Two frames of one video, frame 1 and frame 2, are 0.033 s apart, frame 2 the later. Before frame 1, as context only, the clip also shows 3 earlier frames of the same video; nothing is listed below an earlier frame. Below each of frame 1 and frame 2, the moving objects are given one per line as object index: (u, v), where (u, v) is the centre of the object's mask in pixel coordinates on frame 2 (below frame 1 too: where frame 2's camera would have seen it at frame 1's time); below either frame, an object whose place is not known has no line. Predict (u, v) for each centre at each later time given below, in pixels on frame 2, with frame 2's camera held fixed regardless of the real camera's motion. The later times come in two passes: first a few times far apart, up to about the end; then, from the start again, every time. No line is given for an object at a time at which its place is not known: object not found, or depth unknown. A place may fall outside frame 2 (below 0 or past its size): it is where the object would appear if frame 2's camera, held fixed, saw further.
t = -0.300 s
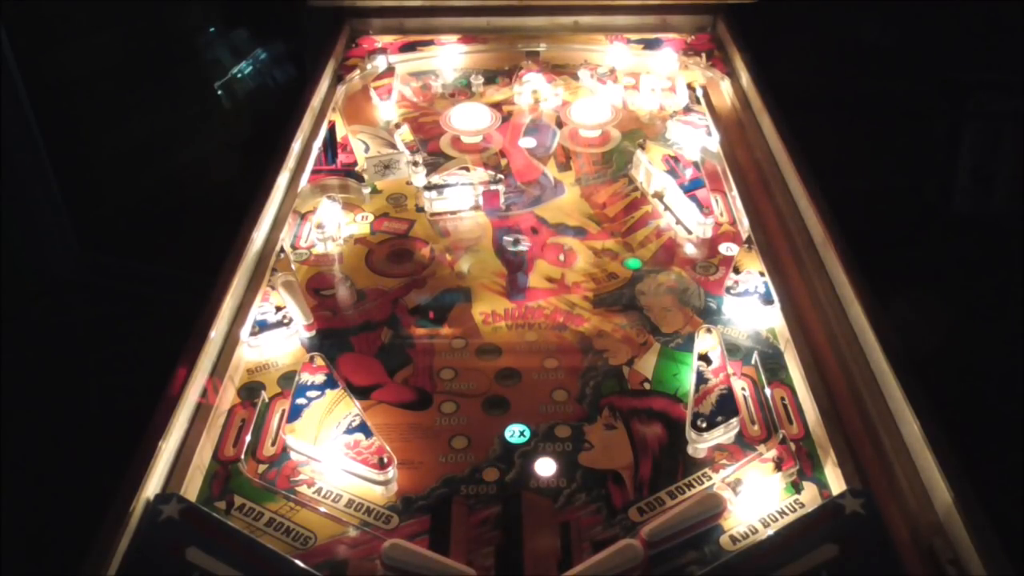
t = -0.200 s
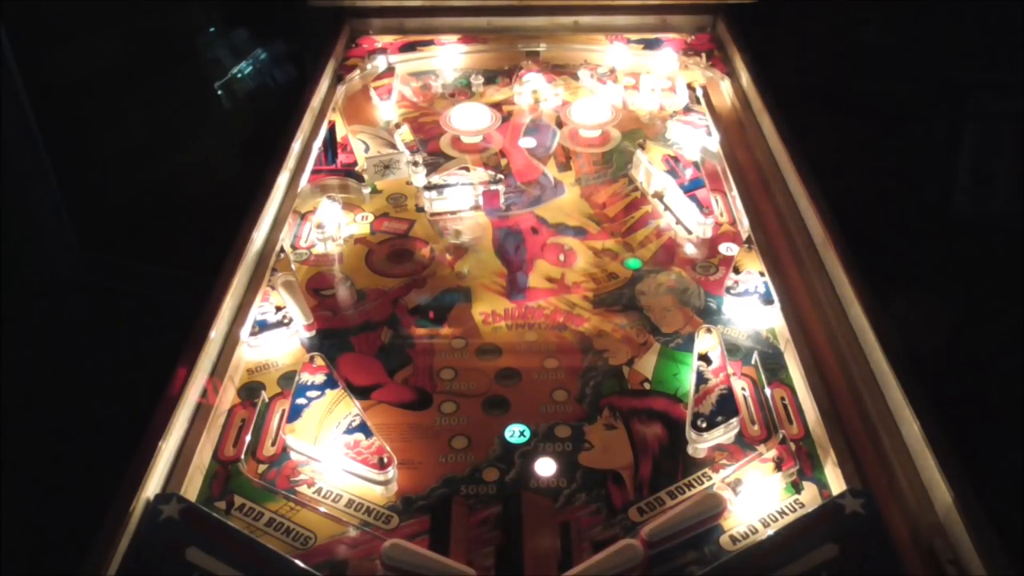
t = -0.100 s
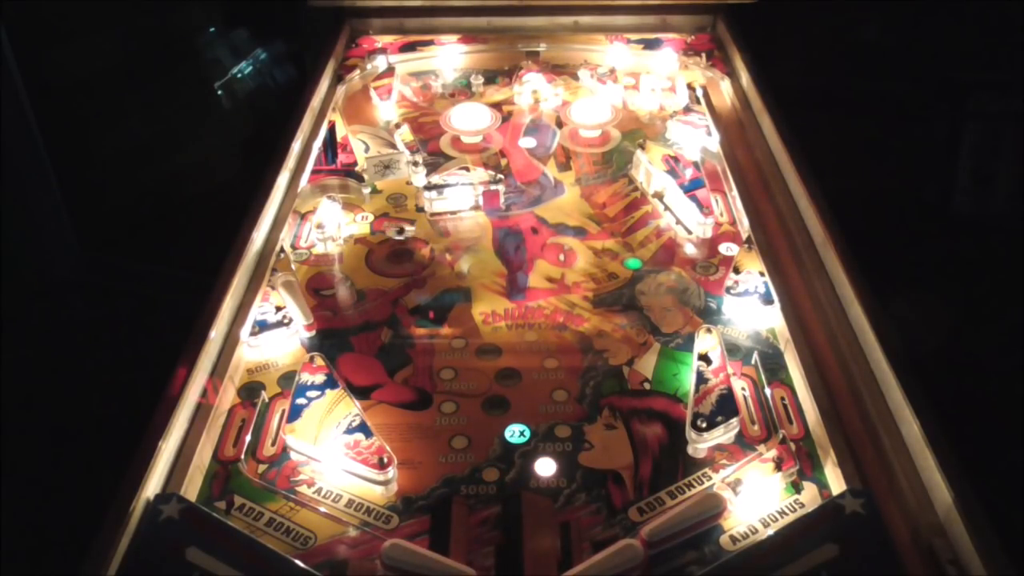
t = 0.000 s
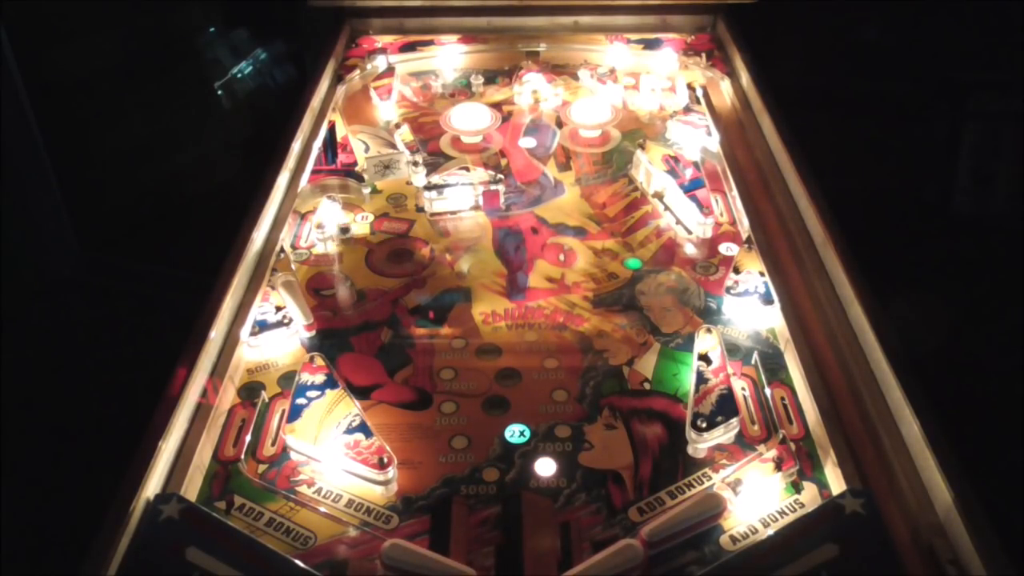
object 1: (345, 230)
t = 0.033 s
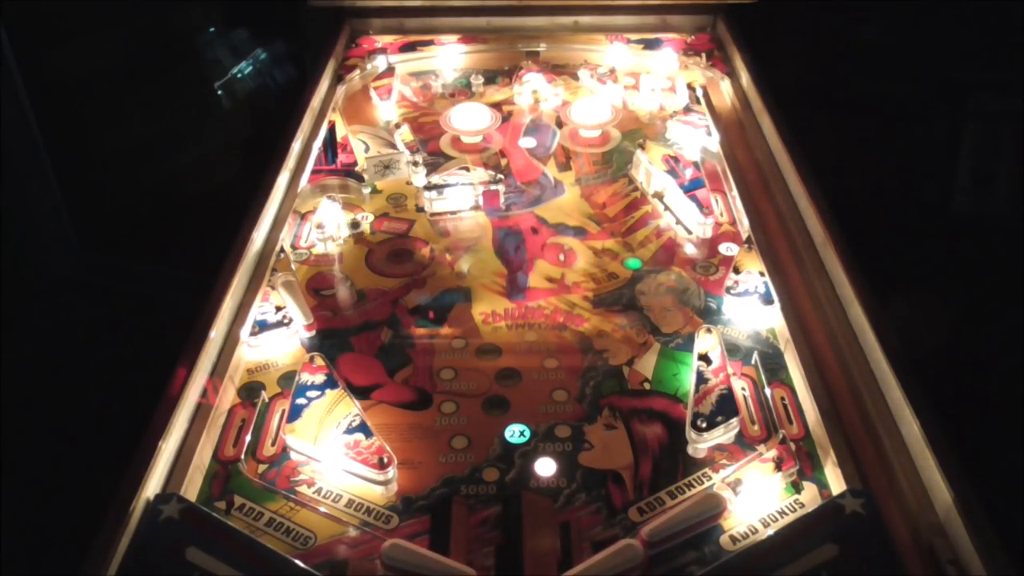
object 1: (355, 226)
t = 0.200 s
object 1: (416, 207)
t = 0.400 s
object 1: (436, 238)
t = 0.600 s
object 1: (451, 295)
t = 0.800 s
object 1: (466, 389)
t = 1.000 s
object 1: (496, 493)
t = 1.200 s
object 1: (561, 484)
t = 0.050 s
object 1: (365, 222)
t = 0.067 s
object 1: (371, 221)
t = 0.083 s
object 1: (378, 219)
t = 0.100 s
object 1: (385, 217)
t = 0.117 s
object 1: (389, 216)
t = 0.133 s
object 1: (396, 213)
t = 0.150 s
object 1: (401, 212)
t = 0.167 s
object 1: (407, 210)
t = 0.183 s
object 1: (412, 209)
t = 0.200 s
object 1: (416, 207)
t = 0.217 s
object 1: (421, 208)
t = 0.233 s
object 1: (423, 211)
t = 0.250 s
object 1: (424, 213)
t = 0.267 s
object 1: (425, 216)
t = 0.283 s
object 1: (427, 219)
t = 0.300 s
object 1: (429, 222)
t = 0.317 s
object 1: (430, 226)
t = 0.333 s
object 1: (431, 229)
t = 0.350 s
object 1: (432, 228)
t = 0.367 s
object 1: (433, 231)
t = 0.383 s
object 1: (436, 238)
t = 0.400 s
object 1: (436, 238)
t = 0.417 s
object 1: (437, 243)
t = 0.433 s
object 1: (439, 246)
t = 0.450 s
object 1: (438, 249)
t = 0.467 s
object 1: (439, 254)
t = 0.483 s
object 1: (442, 259)
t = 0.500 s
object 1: (443, 262)
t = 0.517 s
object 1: (443, 270)
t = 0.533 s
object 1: (445, 275)
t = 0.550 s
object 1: (447, 280)
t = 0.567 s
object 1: (448, 286)
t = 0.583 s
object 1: (450, 291)
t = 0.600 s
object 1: (451, 295)
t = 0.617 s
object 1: (452, 304)
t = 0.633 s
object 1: (453, 310)
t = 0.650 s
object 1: (454, 316)
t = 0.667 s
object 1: (457, 324)
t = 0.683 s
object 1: (459, 332)
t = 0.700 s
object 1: (459, 339)
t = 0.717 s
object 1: (460, 345)
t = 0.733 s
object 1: (461, 354)
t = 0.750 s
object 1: (462, 362)
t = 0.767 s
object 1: (464, 371)
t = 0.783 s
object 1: (465, 380)
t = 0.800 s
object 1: (466, 389)
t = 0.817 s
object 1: (468, 399)
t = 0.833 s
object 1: (469, 409)
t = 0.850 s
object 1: (470, 422)
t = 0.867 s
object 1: (472, 430)
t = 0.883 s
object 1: (473, 442)
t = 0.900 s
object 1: (473, 455)
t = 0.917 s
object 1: (474, 468)
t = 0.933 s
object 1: (477, 480)
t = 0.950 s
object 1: (479, 493)
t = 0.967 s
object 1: (487, 499)
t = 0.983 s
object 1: (492, 495)
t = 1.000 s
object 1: (496, 493)
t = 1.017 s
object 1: (501, 490)
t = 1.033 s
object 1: (507, 488)
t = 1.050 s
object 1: (512, 487)
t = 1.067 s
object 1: (517, 486)
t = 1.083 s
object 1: (523, 485)
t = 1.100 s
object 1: (529, 484)
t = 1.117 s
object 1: (534, 482)
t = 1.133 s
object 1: (541, 483)
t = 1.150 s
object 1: (546, 482)
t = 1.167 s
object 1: (551, 483)
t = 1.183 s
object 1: (557, 484)
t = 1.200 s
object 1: (561, 484)
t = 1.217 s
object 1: (566, 485)
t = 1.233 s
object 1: (572, 485)
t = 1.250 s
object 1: (578, 486)
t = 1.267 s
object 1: (583, 491)
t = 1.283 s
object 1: (589, 492)
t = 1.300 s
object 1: (595, 490)
